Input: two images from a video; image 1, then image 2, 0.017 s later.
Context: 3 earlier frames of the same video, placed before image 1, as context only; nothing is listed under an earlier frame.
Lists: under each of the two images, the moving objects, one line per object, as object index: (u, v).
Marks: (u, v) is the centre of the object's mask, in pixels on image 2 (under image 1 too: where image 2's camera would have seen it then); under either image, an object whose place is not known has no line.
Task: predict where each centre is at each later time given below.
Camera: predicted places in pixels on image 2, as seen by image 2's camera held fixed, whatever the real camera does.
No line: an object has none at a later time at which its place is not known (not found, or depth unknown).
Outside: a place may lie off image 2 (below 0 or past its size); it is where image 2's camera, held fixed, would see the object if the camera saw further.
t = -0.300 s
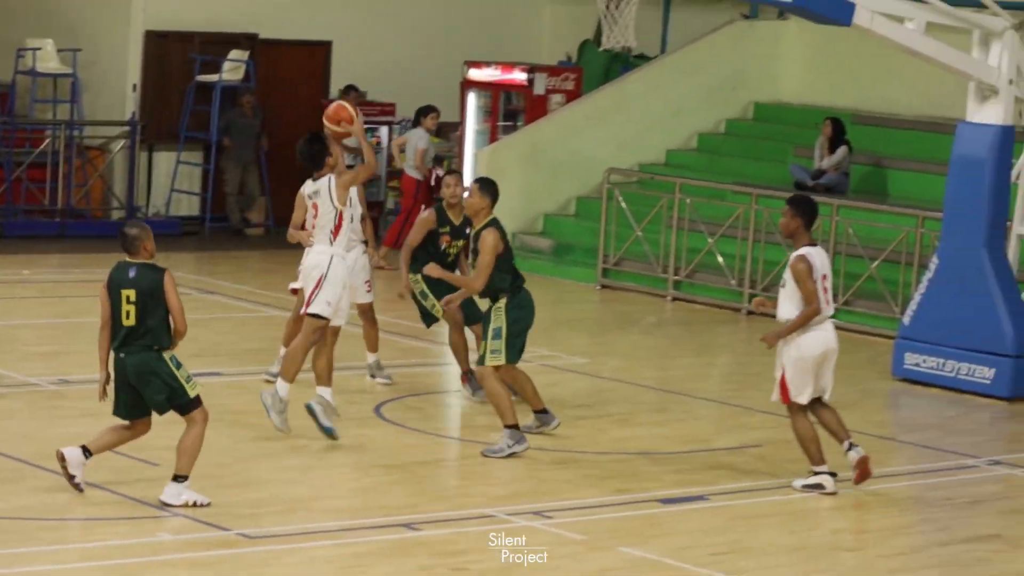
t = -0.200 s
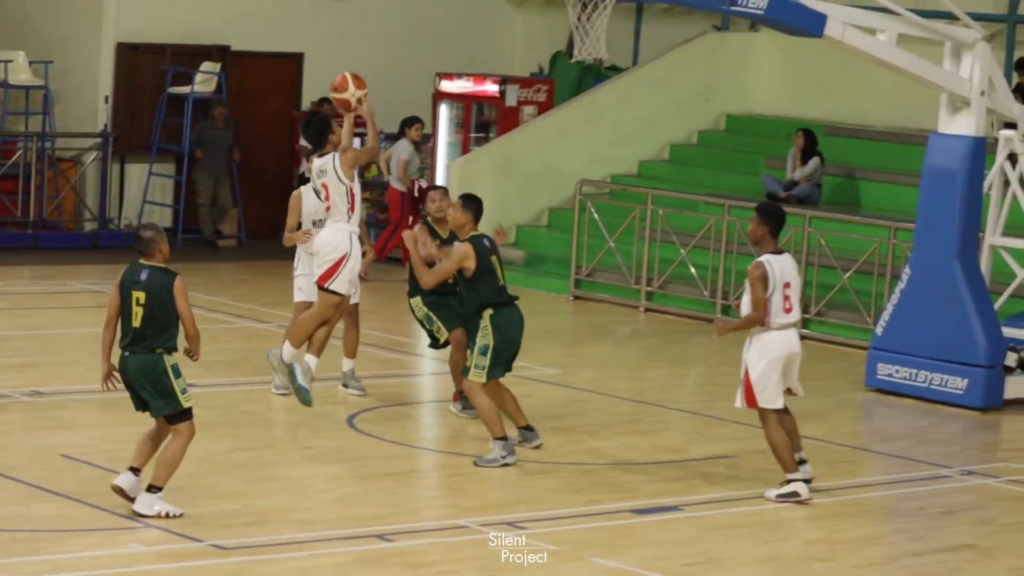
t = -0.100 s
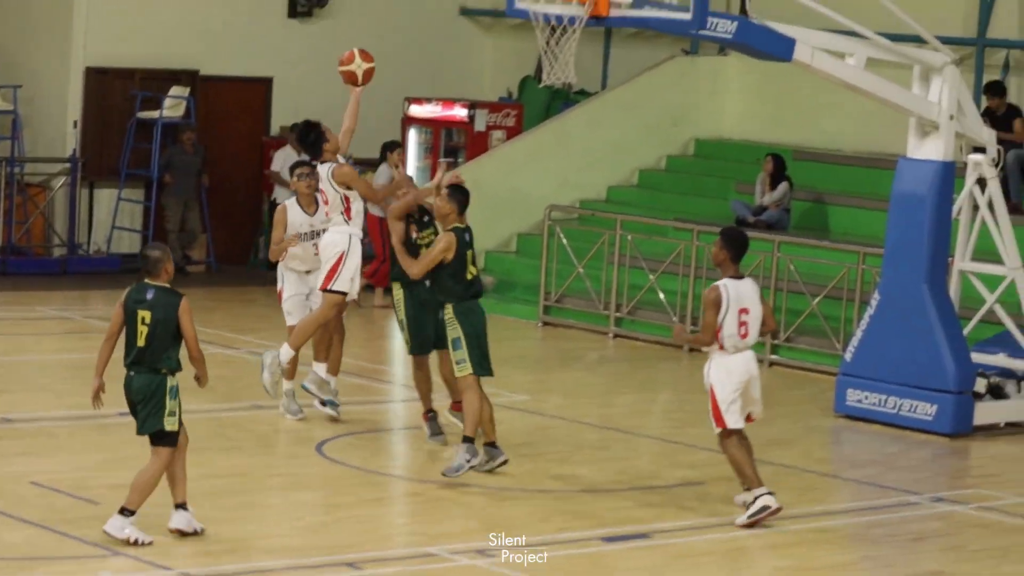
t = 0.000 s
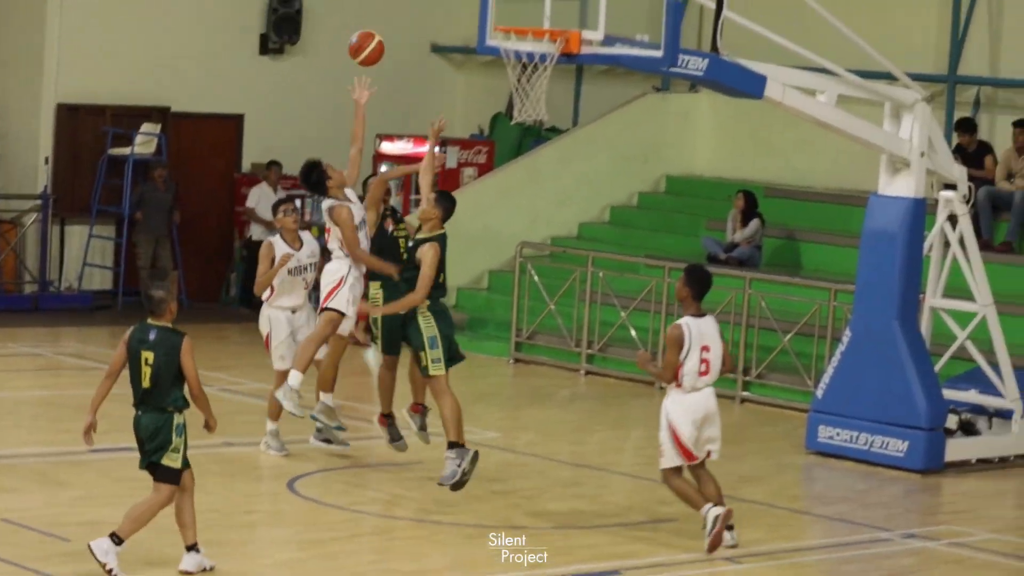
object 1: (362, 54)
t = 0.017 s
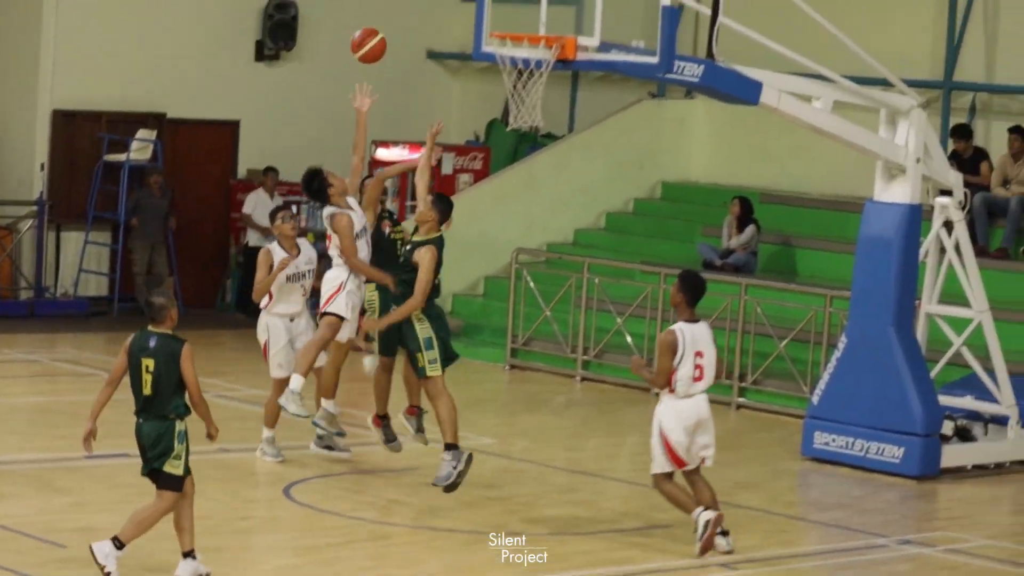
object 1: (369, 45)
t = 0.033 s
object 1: (375, 37)
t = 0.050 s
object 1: (380, 29)
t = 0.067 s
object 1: (386, 22)
